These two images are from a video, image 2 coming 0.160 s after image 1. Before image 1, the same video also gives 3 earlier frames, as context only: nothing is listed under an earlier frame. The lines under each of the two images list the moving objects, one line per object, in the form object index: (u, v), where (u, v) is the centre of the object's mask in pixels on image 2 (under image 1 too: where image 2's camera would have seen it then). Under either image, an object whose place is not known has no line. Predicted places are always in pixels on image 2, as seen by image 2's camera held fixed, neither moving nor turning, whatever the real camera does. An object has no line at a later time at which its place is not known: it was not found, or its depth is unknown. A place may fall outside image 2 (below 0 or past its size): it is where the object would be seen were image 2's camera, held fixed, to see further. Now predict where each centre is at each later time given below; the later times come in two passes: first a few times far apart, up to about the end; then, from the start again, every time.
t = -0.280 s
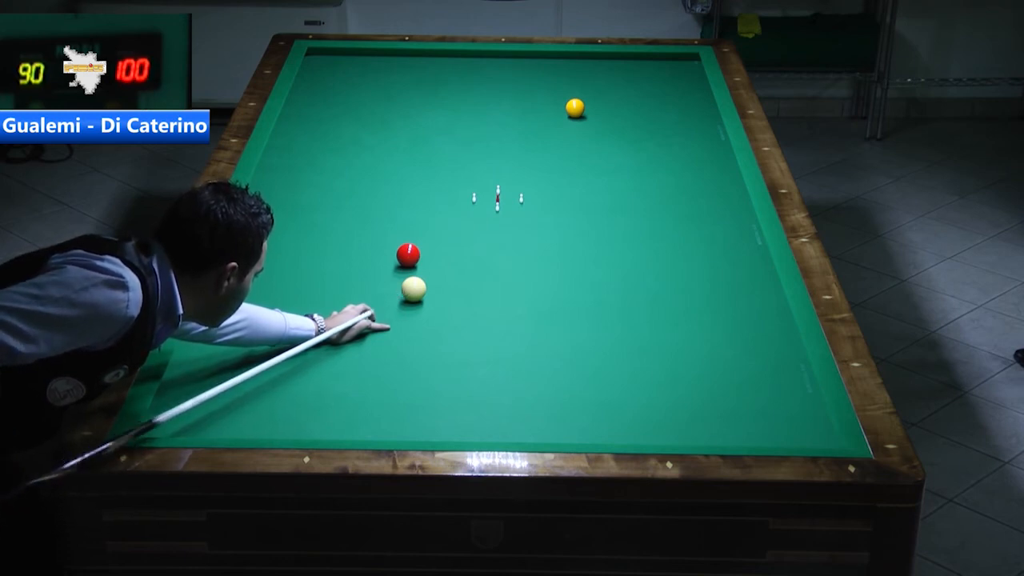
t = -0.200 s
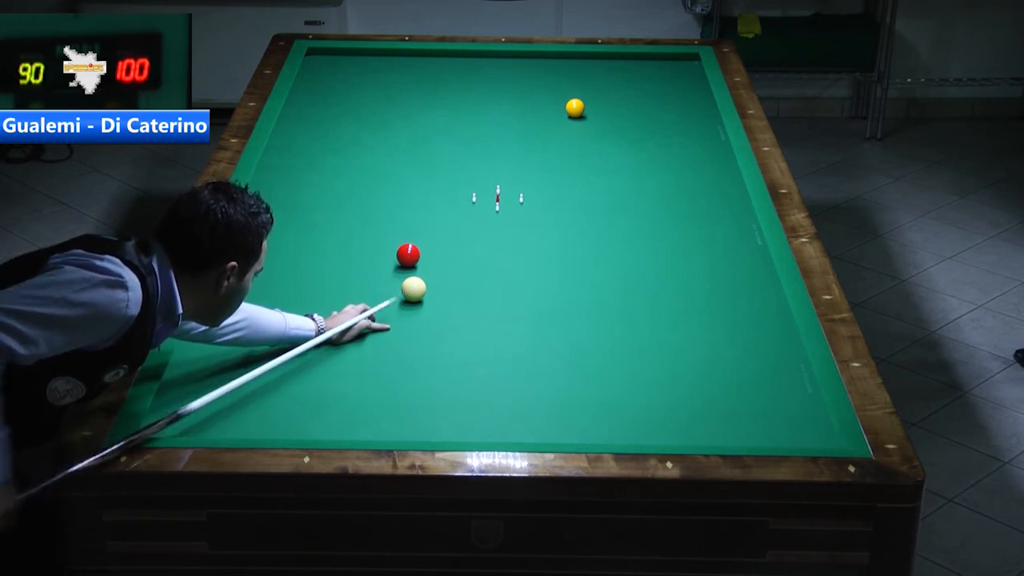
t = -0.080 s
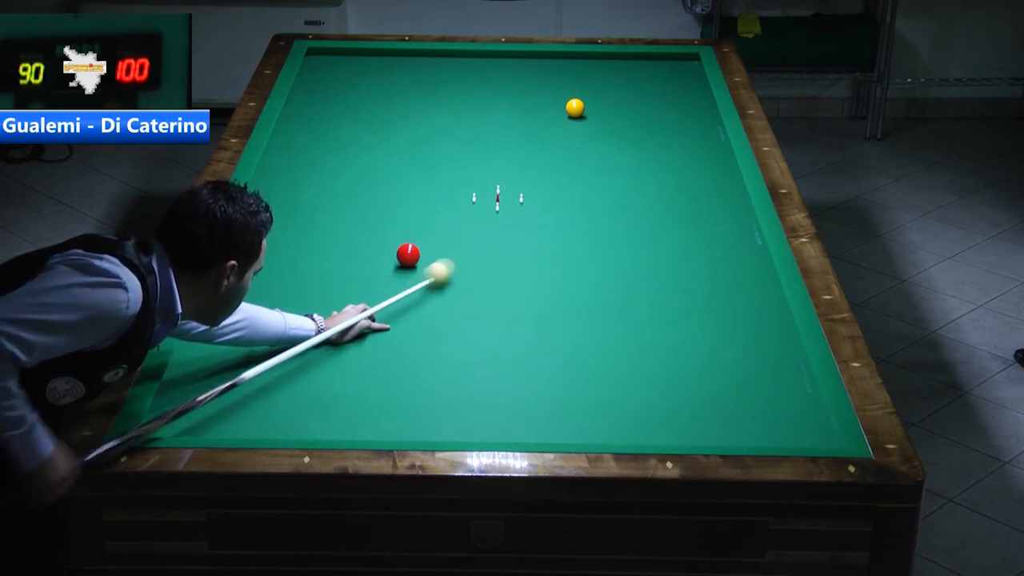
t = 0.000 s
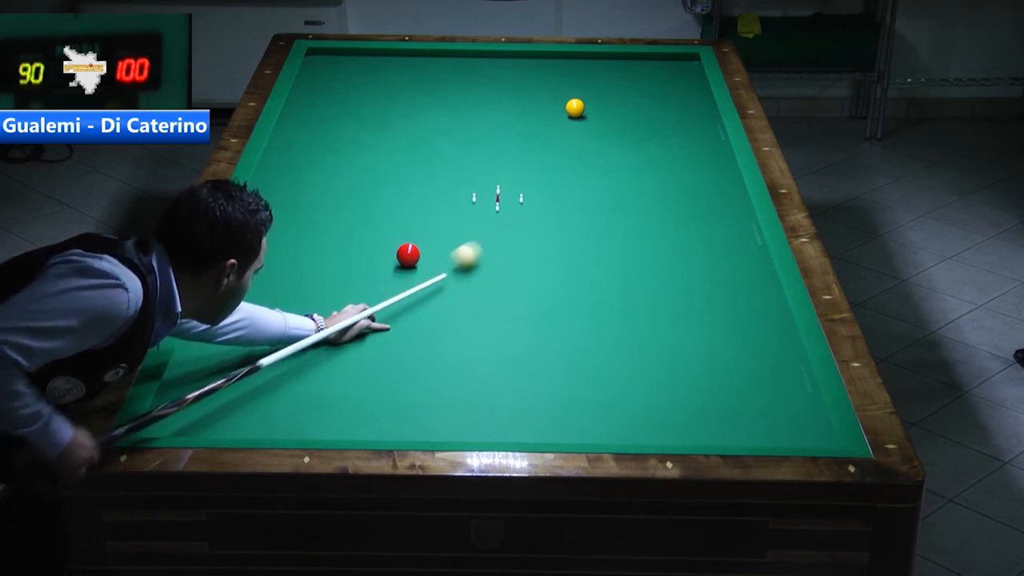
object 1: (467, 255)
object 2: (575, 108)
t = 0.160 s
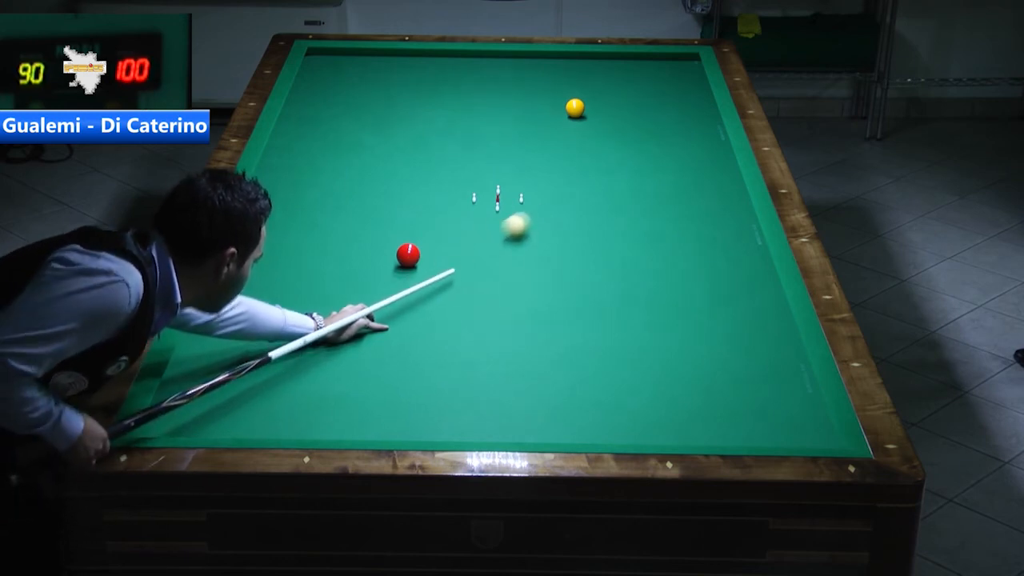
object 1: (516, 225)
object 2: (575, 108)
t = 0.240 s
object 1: (539, 211)
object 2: (575, 108)
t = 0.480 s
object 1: (602, 172)
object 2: (575, 108)
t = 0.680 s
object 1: (649, 144)
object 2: (575, 108)
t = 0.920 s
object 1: (699, 114)
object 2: (575, 108)
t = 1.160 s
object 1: (675, 90)
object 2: (575, 108)
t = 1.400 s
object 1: (644, 69)
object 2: (575, 108)
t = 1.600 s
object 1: (621, 55)
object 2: (575, 108)
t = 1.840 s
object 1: (611, 67)
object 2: (575, 108)
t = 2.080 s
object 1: (599, 78)
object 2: (575, 108)
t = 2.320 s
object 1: (588, 88)
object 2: (575, 108)
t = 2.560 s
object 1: (577, 96)
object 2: (575, 108)
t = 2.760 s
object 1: (565, 102)
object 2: (575, 112)
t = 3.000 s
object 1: (554, 106)
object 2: (576, 120)
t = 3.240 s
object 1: (543, 108)
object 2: (576, 127)
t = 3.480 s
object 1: (532, 111)
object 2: (577, 134)
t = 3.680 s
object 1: (523, 113)
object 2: (578, 140)
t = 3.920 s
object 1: (514, 115)
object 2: (579, 147)
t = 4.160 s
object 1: (504, 117)
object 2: (580, 153)
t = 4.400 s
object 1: (496, 119)
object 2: (580, 160)
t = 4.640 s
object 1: (488, 121)
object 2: (581, 166)
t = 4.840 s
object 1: (481, 122)
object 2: (582, 171)
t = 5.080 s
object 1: (475, 124)
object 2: (583, 177)
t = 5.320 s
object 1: (468, 125)
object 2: (583, 183)
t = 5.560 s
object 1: (463, 126)
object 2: (583, 188)
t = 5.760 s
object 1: (458, 127)
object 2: (584, 193)
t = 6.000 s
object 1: (454, 128)
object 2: (584, 198)
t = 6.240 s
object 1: (450, 129)
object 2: (585, 203)
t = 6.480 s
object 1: (447, 130)
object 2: (586, 207)
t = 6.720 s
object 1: (444, 131)
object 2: (587, 211)
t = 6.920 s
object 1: (443, 131)
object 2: (587, 215)
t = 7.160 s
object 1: (442, 132)
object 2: (587, 218)
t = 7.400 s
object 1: (441, 132)
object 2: (587, 221)
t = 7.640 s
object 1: (441, 132)
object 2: (587, 224)
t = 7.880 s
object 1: (441, 132)
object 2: (587, 227)
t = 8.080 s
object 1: (441, 132)
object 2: (587, 229)
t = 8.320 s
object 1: (441, 132)
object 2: (588, 231)
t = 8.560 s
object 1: (441, 132)
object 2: (588, 232)
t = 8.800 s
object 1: (441, 132)
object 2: (588, 233)
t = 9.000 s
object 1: (441, 132)
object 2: (588, 234)
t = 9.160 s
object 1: (441, 132)
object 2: (588, 234)
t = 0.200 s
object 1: (527, 218)
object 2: (575, 108)
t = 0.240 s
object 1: (539, 211)
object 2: (575, 108)
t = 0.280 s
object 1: (550, 204)
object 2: (575, 108)
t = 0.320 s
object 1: (561, 197)
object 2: (575, 108)
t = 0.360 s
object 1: (571, 191)
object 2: (575, 108)
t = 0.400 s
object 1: (582, 185)
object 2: (575, 108)
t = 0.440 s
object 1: (592, 178)
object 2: (575, 108)
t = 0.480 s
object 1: (602, 172)
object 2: (575, 108)
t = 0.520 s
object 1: (612, 167)
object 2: (575, 108)
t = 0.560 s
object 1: (621, 161)
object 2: (575, 108)
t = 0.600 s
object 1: (631, 155)
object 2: (575, 108)
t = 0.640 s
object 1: (640, 149)
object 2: (575, 108)
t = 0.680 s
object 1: (649, 144)
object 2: (575, 108)
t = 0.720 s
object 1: (658, 139)
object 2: (575, 108)
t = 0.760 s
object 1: (666, 134)
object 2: (575, 108)
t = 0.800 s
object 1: (675, 129)
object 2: (575, 108)
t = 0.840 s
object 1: (683, 123)
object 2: (575, 108)
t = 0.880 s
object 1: (691, 118)
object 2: (575, 108)
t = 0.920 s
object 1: (699, 114)
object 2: (575, 108)
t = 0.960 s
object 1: (707, 109)
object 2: (575, 108)
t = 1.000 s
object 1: (703, 104)
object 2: (575, 108)
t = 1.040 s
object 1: (694, 101)
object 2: (575, 108)
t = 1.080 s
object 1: (687, 97)
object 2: (575, 108)
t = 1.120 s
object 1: (680, 93)
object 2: (575, 108)
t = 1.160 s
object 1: (675, 90)
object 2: (575, 108)
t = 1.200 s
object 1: (669, 86)
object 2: (575, 108)
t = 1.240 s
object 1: (664, 83)
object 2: (575, 108)
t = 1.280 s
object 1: (659, 79)
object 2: (575, 108)
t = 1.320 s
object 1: (654, 76)
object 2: (575, 108)
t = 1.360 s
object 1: (649, 73)
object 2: (575, 108)
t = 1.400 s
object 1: (644, 69)
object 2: (575, 108)
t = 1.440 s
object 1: (639, 66)
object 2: (575, 108)
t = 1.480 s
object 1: (634, 63)
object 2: (575, 108)
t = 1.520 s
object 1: (629, 60)
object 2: (575, 108)
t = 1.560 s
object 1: (625, 57)
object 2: (575, 108)
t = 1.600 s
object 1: (621, 55)
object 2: (575, 108)
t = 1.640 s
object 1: (619, 57)
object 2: (575, 108)
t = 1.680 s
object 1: (618, 60)
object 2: (575, 108)
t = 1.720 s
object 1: (616, 62)
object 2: (575, 108)
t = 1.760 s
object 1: (614, 63)
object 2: (575, 108)
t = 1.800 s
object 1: (612, 65)
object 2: (575, 108)
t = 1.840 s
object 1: (611, 67)
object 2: (575, 108)
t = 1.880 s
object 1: (609, 69)
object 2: (575, 108)
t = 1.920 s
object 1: (607, 70)
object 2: (575, 108)
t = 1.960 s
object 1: (605, 72)
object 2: (575, 108)
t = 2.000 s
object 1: (603, 74)
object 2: (575, 108)
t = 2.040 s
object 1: (601, 76)
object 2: (575, 108)
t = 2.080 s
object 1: (599, 78)
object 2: (575, 108)
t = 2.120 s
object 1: (597, 79)
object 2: (575, 108)
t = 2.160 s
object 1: (595, 81)
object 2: (575, 108)
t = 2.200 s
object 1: (594, 83)
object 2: (575, 108)
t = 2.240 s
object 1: (592, 85)
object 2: (575, 108)
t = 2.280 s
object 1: (590, 86)
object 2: (575, 108)
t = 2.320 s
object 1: (588, 88)
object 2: (575, 108)
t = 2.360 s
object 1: (586, 90)
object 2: (575, 108)
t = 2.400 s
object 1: (584, 91)
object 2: (575, 108)
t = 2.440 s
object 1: (583, 93)
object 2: (575, 108)
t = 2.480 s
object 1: (581, 94)
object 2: (575, 108)
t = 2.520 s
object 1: (579, 95)
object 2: (575, 108)
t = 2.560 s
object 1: (577, 96)
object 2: (575, 108)
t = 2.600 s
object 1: (574, 96)
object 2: (575, 108)
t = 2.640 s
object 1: (571, 98)
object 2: (575, 108)
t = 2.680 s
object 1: (569, 99)
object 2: (575, 110)
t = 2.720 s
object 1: (567, 101)
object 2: (575, 112)
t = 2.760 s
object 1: (565, 102)
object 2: (575, 112)
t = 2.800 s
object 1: (563, 103)
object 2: (575, 114)
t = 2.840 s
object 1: (562, 104)
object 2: (575, 115)
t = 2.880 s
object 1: (560, 105)
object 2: (575, 116)
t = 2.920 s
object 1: (558, 105)
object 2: (575, 117)
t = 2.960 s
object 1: (556, 105)
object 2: (576, 118)
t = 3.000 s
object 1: (554, 106)
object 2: (576, 120)
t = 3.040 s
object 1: (552, 106)
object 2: (576, 121)
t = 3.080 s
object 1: (550, 107)
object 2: (576, 122)
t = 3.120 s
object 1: (549, 107)
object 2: (576, 123)
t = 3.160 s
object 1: (547, 108)
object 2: (576, 125)
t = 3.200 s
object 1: (545, 108)
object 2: (576, 126)
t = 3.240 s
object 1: (543, 108)
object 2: (576, 127)
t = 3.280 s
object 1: (541, 109)
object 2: (576, 128)
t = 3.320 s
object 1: (539, 109)
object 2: (576, 129)
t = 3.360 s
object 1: (537, 110)
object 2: (577, 130)
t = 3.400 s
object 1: (536, 110)
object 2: (577, 132)
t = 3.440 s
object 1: (534, 111)
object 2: (577, 133)
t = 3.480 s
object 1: (532, 111)
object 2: (577, 134)
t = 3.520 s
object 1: (530, 111)
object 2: (577, 135)
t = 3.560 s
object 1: (529, 111)
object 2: (577, 136)
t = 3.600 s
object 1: (527, 112)
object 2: (577, 138)
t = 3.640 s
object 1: (525, 112)
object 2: (578, 139)
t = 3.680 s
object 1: (523, 113)
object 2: (578, 140)
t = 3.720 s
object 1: (522, 113)
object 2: (578, 141)
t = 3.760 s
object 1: (520, 114)
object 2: (578, 142)
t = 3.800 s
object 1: (518, 114)
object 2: (578, 143)
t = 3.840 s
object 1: (517, 114)
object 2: (578, 144)
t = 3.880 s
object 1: (515, 115)
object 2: (578, 146)
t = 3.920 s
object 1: (514, 115)
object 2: (579, 147)
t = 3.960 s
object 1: (512, 115)
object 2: (579, 148)
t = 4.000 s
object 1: (510, 116)
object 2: (579, 149)
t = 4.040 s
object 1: (509, 116)
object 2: (579, 150)
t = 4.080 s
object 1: (507, 116)
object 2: (579, 151)
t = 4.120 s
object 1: (506, 117)
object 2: (580, 152)
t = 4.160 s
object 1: (504, 117)
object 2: (580, 153)
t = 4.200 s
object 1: (503, 118)
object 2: (580, 154)
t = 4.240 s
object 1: (501, 118)
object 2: (580, 155)
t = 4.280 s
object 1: (500, 118)
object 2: (580, 157)
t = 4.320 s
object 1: (498, 118)
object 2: (580, 158)
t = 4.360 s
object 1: (497, 119)
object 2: (580, 159)
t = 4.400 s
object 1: (496, 119)
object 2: (580, 160)
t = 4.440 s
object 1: (494, 119)
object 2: (581, 161)
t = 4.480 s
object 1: (493, 120)
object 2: (581, 162)
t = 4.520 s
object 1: (492, 120)
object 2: (581, 163)
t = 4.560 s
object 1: (490, 120)
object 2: (581, 164)
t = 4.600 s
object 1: (489, 120)
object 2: (581, 165)
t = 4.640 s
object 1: (488, 121)
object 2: (581, 166)
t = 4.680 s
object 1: (486, 121)
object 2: (582, 167)
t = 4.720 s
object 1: (485, 121)
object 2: (582, 168)
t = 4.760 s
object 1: (484, 122)
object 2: (582, 169)
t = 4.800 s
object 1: (482, 122)
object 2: (582, 170)
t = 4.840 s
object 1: (481, 122)
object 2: (582, 171)
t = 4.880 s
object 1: (480, 122)
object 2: (582, 172)
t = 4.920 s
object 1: (479, 123)
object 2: (582, 173)
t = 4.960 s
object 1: (478, 123)
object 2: (582, 174)
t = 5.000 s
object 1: (476, 123)
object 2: (583, 175)
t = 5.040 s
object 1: (476, 124)
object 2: (583, 176)
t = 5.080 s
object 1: (475, 124)
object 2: (583, 177)
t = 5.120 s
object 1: (474, 124)
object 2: (583, 178)
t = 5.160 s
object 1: (472, 124)
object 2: (583, 179)
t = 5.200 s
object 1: (471, 124)
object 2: (583, 180)
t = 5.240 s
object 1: (470, 125)
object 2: (583, 181)
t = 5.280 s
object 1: (469, 125)
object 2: (583, 182)
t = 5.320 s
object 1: (468, 125)
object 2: (583, 183)
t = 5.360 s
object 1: (467, 125)
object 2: (583, 184)
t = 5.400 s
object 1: (466, 125)
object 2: (583, 185)
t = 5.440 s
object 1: (465, 126)
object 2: (583, 186)
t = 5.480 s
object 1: (464, 126)
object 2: (583, 186)
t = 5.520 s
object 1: (463, 126)
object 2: (583, 187)
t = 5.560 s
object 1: (463, 126)
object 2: (583, 188)
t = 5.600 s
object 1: (462, 127)
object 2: (583, 189)
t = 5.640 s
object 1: (461, 127)
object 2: (583, 190)
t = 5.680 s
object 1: (460, 127)
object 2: (583, 191)
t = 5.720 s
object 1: (459, 127)
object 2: (583, 192)
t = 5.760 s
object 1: (458, 127)
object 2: (584, 193)
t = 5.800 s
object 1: (457, 127)
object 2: (584, 194)
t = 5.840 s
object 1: (457, 128)
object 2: (584, 195)
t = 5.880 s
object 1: (456, 128)
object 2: (584, 196)
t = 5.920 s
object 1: (455, 128)
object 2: (584, 196)
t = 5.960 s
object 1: (454, 128)
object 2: (584, 197)
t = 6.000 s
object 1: (454, 128)
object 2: (584, 198)
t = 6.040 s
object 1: (453, 129)
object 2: (584, 199)
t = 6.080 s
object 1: (452, 129)
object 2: (585, 200)
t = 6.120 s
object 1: (452, 129)
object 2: (585, 200)
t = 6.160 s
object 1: (451, 129)
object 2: (585, 201)
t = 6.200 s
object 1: (450, 129)
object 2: (585, 202)
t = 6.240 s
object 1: (450, 129)
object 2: (585, 203)
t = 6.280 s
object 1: (449, 129)
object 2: (586, 203)
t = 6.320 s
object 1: (449, 130)
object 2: (586, 204)
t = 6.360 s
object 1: (448, 130)
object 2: (586, 205)
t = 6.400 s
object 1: (448, 130)
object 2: (586, 206)
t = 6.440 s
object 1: (447, 130)
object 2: (586, 206)
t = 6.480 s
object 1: (447, 130)
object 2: (586, 207)
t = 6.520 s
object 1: (446, 130)
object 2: (586, 208)
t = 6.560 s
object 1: (446, 130)
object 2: (586, 209)
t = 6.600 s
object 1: (445, 130)
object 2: (586, 210)
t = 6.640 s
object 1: (445, 131)
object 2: (586, 210)
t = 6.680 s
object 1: (445, 131)
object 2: (586, 211)
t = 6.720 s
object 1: (444, 131)
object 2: (587, 211)
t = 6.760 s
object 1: (444, 131)
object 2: (587, 212)
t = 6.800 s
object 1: (444, 131)
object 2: (587, 213)
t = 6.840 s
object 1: (443, 131)
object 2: (587, 213)
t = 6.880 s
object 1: (443, 131)
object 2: (587, 214)
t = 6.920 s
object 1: (443, 131)
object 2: (587, 215)
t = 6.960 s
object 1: (443, 131)
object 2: (587, 215)
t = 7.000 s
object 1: (442, 131)
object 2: (587, 216)
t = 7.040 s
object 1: (442, 132)
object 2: (587, 216)
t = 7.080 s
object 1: (442, 132)
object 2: (587, 217)
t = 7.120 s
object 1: (442, 132)
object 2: (587, 218)
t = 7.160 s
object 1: (442, 132)
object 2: (587, 218)
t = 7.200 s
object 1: (442, 131)
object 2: (587, 219)
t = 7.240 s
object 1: (442, 131)
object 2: (587, 219)
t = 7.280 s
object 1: (441, 132)
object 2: (587, 220)
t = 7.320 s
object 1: (441, 132)
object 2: (587, 220)
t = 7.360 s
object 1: (441, 132)
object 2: (587, 221)
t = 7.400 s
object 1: (441, 132)
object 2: (587, 221)
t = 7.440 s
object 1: (441, 132)
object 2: (587, 222)
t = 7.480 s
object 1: (441, 132)
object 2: (587, 222)
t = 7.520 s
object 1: (441, 132)
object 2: (587, 223)
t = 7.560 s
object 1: (441, 132)
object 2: (587, 223)
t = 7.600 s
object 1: (441, 132)
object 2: (587, 224)
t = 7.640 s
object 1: (441, 132)
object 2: (587, 224)
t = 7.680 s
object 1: (441, 132)
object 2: (587, 225)
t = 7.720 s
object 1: (441, 132)
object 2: (587, 225)
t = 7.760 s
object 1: (441, 132)
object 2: (587, 225)
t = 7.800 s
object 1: (441, 132)
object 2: (587, 226)
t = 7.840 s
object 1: (441, 132)
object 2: (587, 226)
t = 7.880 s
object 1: (441, 132)
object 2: (587, 227)
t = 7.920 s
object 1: (441, 132)
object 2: (587, 227)
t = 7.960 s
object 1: (441, 132)
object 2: (587, 228)
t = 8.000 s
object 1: (441, 132)
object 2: (587, 228)
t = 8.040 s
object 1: (441, 132)
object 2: (587, 228)
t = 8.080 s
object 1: (441, 132)
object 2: (587, 229)
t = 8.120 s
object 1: (441, 132)
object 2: (587, 229)
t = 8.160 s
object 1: (441, 132)
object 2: (587, 229)
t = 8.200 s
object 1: (441, 132)
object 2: (587, 230)
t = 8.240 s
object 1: (441, 132)
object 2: (587, 230)
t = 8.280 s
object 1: (441, 132)
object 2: (588, 230)
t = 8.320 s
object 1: (441, 132)
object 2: (588, 231)
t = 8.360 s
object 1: (441, 132)
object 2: (588, 231)
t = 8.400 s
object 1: (441, 132)
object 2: (588, 231)
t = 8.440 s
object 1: (441, 132)
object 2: (588, 231)
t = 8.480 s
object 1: (441, 132)
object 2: (588, 232)
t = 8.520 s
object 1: (441, 132)
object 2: (588, 232)
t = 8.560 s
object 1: (441, 132)
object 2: (588, 232)
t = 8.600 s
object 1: (441, 132)
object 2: (588, 232)
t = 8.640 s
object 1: (441, 132)
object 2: (588, 232)
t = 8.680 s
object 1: (441, 132)
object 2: (588, 233)
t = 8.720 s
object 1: (441, 132)
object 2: (588, 233)
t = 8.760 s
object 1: (441, 132)
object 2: (588, 233)
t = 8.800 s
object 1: (441, 132)
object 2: (588, 233)
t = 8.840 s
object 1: (441, 132)
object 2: (588, 233)
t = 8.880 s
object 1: (441, 132)
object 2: (588, 234)
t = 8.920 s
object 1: (441, 132)
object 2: (588, 234)
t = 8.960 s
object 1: (441, 132)
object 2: (588, 234)
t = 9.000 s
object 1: (441, 132)
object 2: (588, 234)
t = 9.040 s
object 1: (441, 132)
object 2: (588, 234)
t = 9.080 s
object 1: (441, 132)
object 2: (588, 234)
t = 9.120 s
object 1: (441, 132)
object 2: (588, 234)
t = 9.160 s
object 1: (441, 132)
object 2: (588, 234)
